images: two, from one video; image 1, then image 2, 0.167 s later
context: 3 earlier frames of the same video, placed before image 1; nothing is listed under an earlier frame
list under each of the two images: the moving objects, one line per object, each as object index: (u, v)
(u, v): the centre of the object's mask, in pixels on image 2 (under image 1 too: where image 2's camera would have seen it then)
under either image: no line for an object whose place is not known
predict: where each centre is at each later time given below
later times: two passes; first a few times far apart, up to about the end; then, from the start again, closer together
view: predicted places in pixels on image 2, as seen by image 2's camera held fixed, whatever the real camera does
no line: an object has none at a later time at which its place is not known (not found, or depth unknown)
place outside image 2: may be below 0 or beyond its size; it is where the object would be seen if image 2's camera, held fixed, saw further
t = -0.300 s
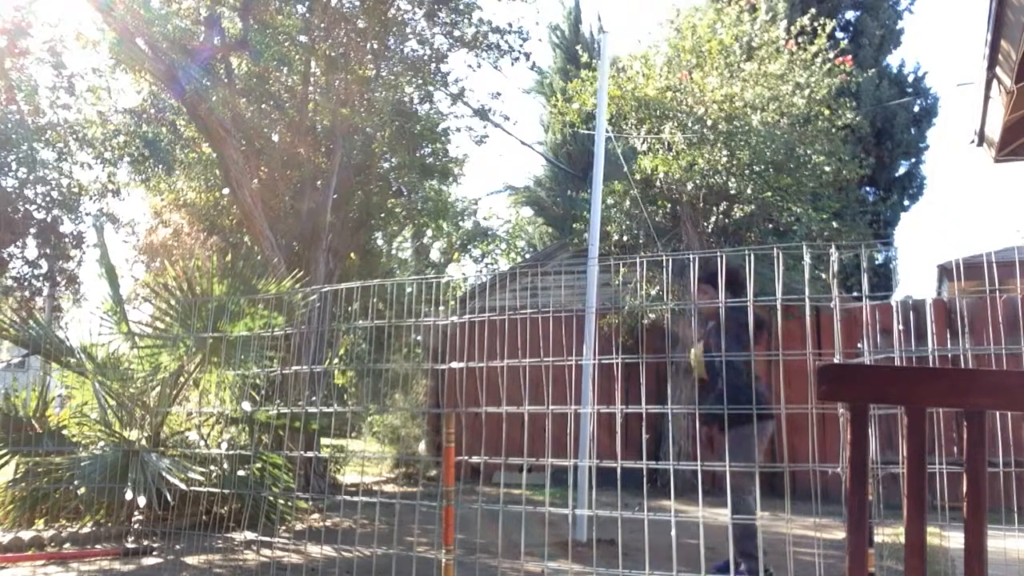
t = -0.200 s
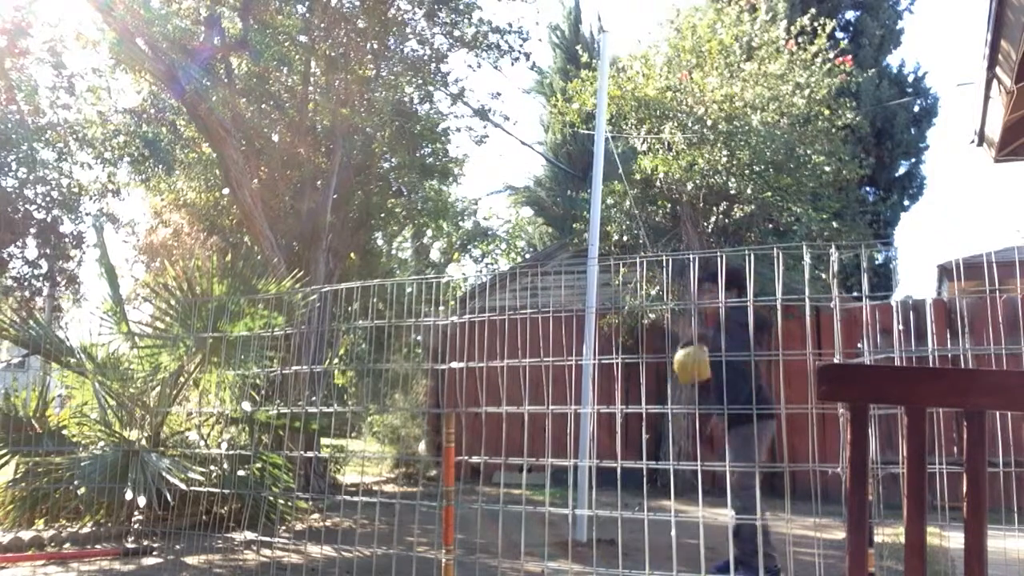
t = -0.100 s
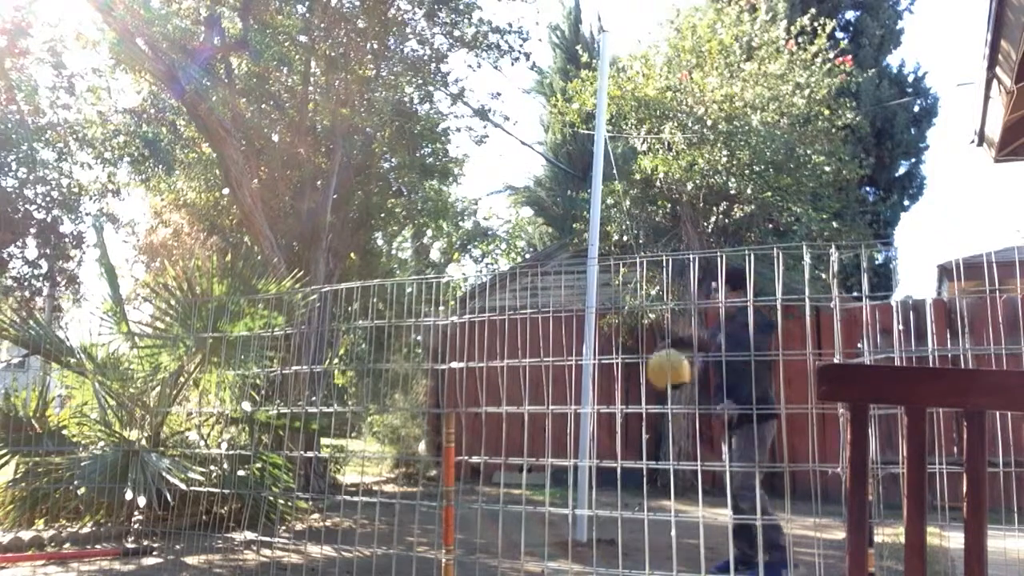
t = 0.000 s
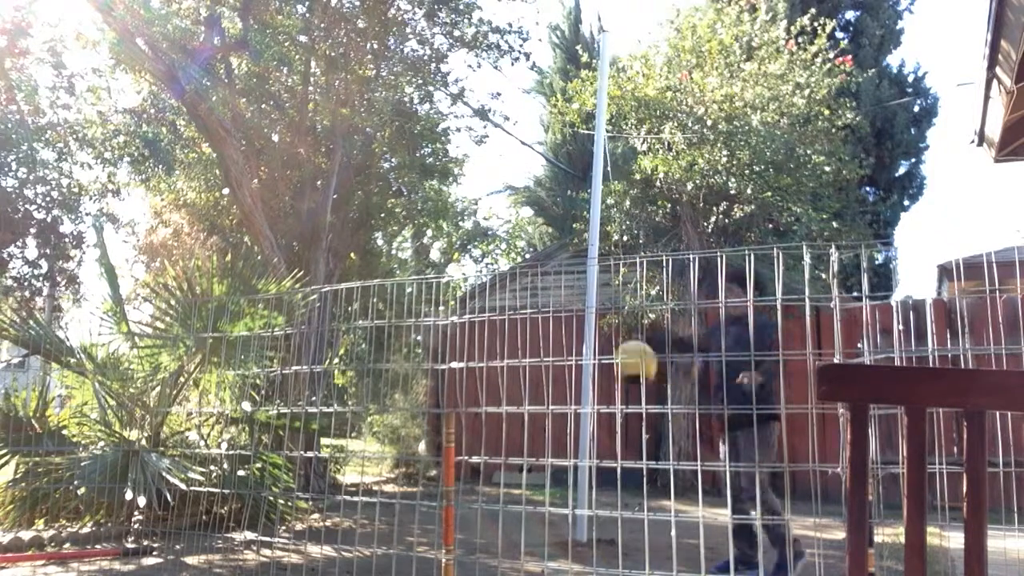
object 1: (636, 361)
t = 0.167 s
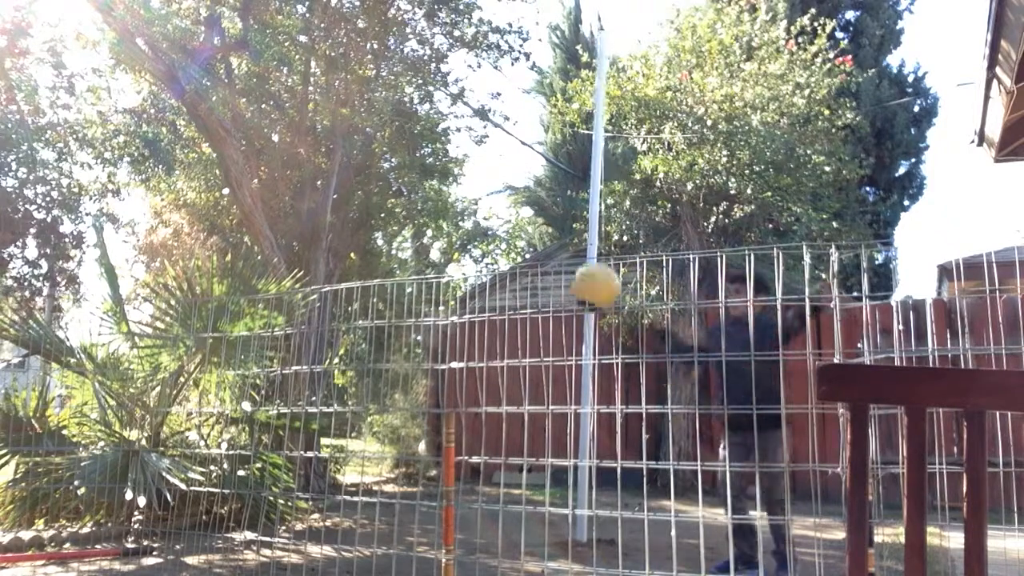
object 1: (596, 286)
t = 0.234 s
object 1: (581, 250)
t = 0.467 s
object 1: (539, 154)
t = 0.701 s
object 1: (509, 176)
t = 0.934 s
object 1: (509, 281)
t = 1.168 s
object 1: (459, 331)
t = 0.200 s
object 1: (589, 268)
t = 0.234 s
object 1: (581, 250)
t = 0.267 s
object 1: (575, 232)
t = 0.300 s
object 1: (567, 215)
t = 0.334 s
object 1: (562, 198)
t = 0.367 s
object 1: (557, 184)
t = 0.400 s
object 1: (550, 170)
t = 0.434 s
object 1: (544, 161)
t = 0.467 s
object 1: (539, 154)
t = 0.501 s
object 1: (533, 150)
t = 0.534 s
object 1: (528, 147)
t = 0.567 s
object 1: (524, 148)
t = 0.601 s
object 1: (519, 151)
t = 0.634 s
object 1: (515, 157)
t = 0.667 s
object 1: (512, 165)
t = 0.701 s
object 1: (509, 176)
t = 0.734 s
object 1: (507, 187)
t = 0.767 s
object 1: (507, 199)
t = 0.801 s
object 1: (505, 212)
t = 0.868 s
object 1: (505, 246)
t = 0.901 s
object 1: (507, 262)
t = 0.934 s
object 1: (509, 281)
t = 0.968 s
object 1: (509, 295)
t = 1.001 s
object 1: (490, 319)
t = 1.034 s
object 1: (478, 334)
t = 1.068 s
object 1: (468, 339)
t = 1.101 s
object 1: (461, 341)
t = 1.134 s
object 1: (458, 336)
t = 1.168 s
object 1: (459, 331)
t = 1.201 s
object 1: (464, 326)
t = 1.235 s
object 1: (469, 304)
